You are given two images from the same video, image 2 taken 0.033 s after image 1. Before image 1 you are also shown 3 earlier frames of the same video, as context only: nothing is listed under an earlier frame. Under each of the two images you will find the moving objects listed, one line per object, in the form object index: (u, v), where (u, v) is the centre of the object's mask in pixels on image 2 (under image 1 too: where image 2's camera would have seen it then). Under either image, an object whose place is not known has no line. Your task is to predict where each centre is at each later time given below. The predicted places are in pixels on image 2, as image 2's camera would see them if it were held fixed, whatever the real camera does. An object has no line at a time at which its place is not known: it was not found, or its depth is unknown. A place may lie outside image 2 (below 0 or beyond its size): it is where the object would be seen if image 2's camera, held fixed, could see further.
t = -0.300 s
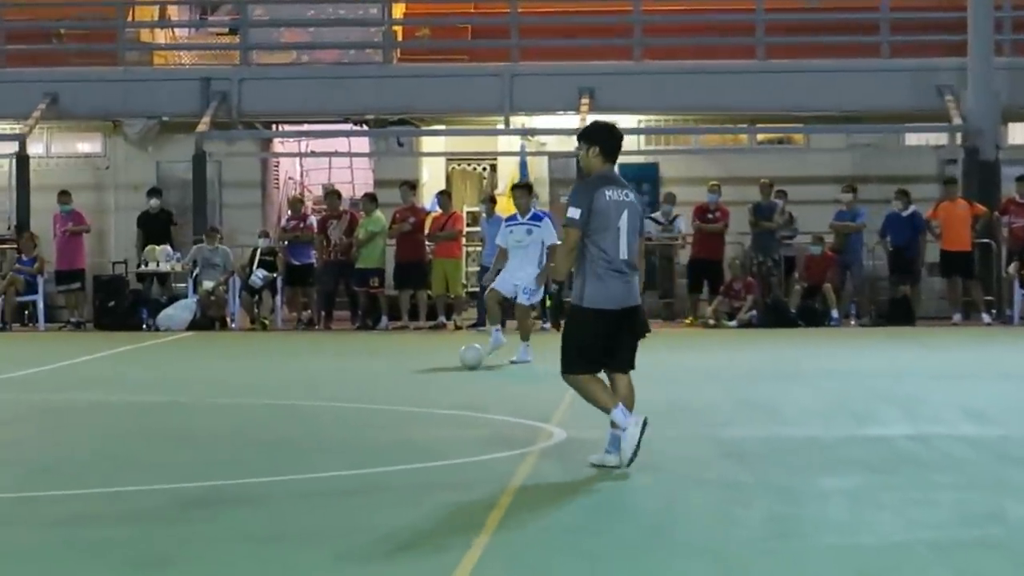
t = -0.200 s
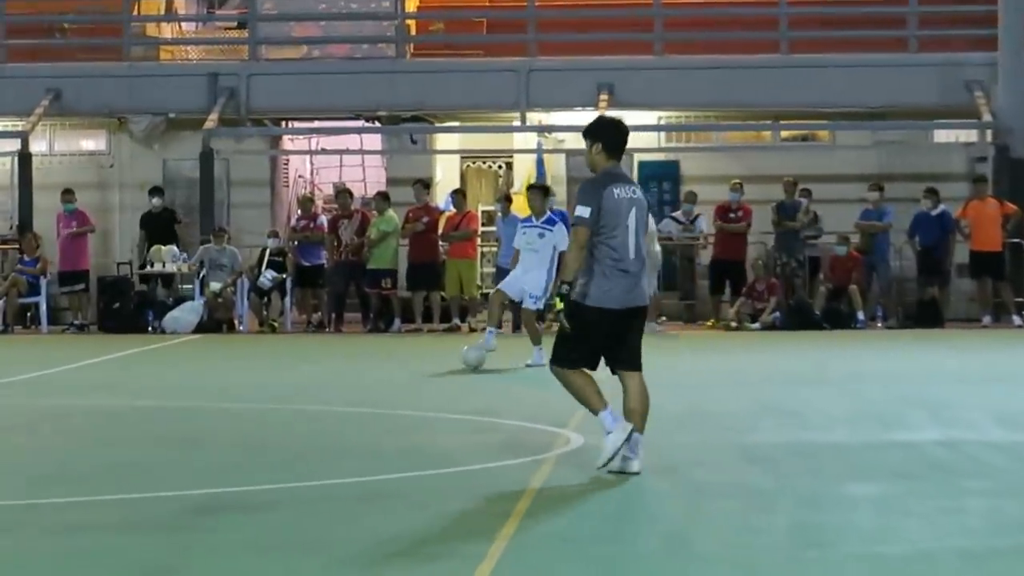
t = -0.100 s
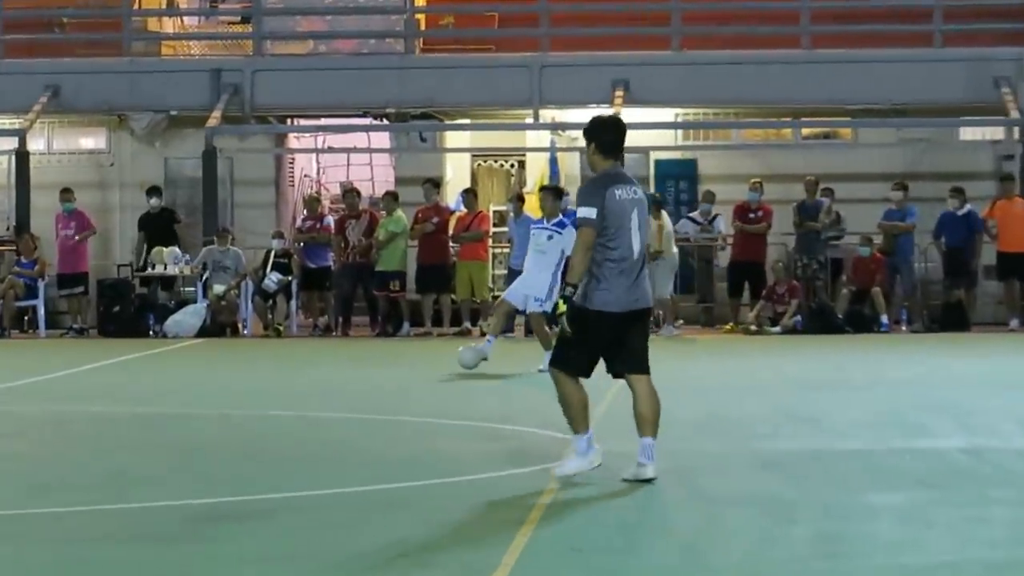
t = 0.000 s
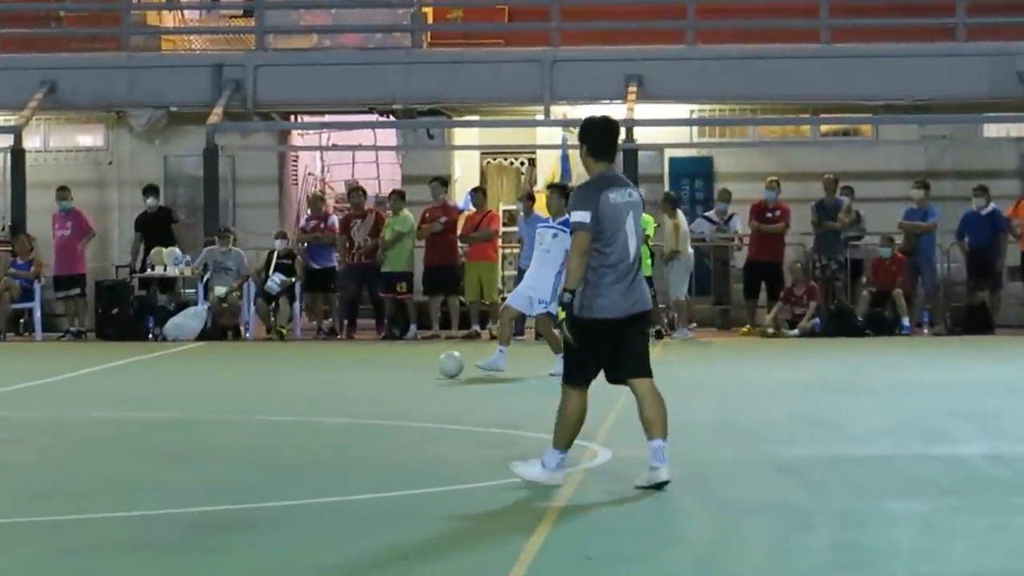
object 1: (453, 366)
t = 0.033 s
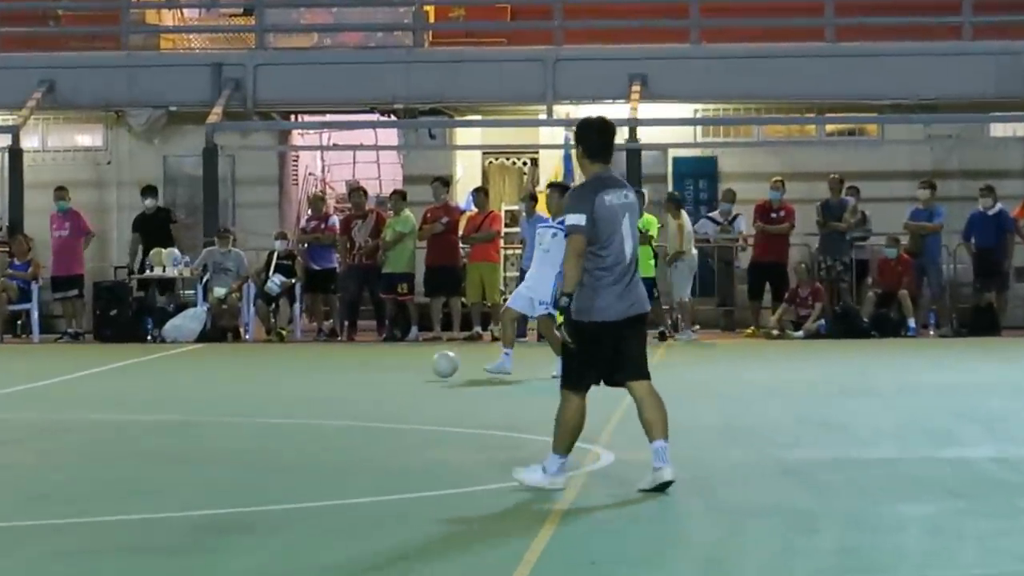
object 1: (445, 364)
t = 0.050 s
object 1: (442, 363)
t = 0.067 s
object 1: (437, 363)
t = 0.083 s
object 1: (433, 363)
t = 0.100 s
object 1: (429, 363)
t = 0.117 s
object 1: (426, 364)
